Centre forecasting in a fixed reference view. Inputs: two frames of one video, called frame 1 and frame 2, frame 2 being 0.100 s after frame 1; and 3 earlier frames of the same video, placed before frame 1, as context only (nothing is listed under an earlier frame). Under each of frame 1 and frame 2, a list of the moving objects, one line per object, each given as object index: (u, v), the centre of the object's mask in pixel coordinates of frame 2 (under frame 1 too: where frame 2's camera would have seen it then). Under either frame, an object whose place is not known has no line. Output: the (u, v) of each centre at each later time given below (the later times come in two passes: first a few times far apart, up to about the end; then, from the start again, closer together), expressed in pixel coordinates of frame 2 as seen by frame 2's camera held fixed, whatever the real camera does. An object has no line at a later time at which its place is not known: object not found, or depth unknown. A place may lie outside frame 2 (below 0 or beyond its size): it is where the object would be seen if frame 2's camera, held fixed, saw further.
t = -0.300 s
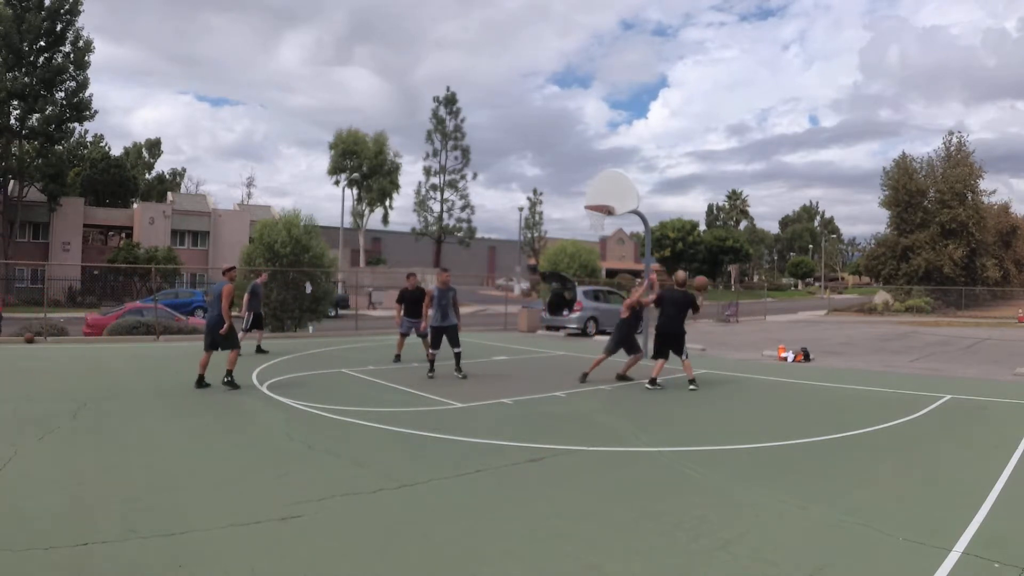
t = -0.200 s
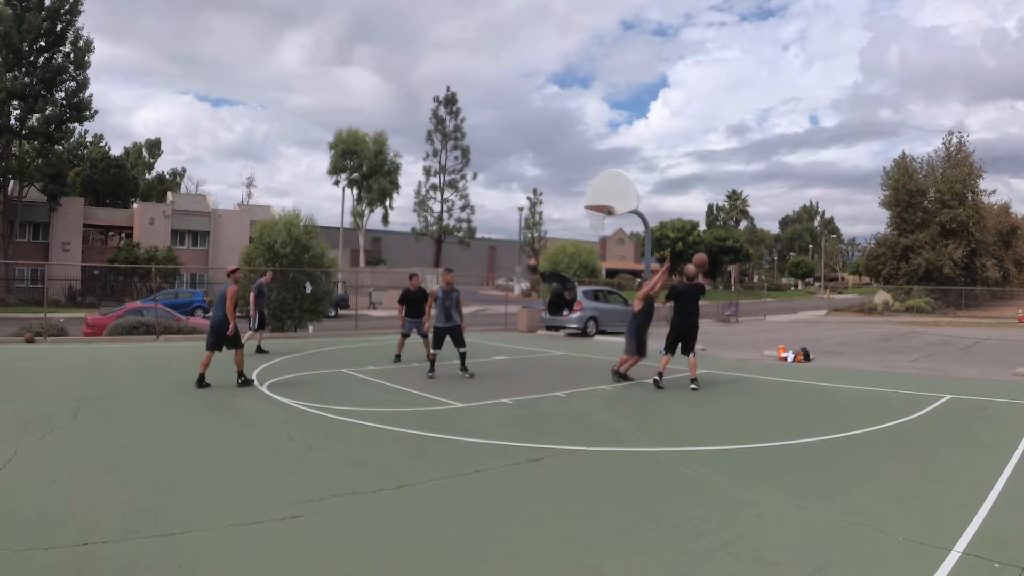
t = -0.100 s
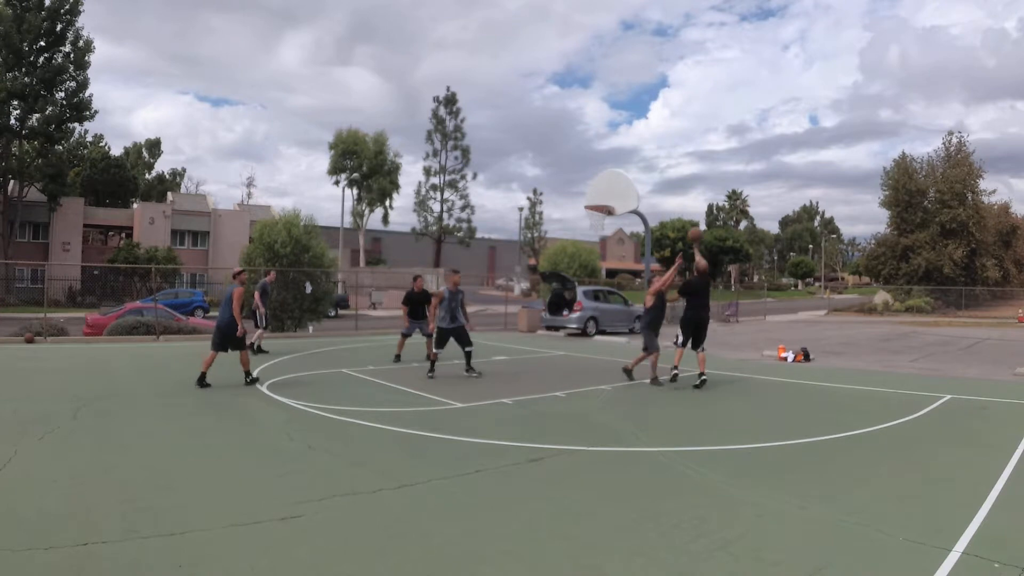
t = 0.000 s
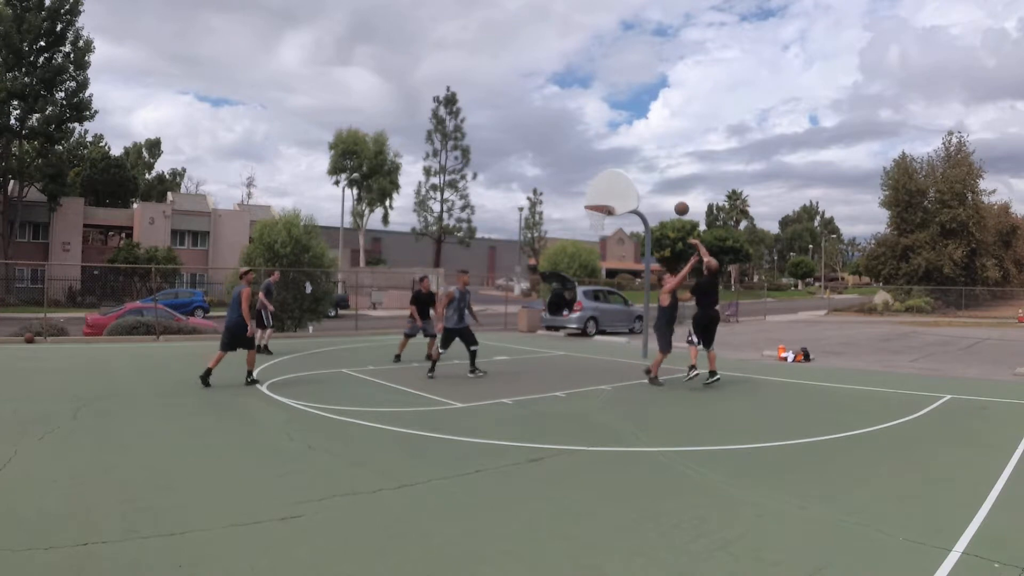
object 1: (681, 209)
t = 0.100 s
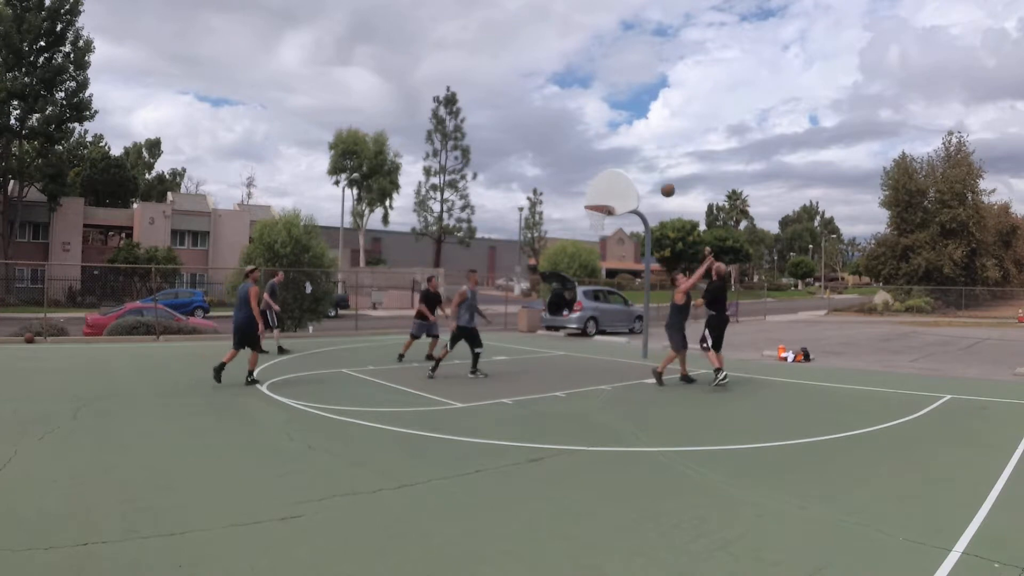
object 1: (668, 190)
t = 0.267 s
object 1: (646, 174)
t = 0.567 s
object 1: (611, 185)
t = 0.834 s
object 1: (589, 218)
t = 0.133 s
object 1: (663, 185)
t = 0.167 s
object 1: (659, 182)
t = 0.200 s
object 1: (654, 178)
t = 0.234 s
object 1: (650, 176)
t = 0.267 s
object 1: (646, 174)
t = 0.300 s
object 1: (642, 173)
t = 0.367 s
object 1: (634, 172)
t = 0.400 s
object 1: (630, 173)
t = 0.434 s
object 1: (626, 175)
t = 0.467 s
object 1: (622, 176)
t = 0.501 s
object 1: (618, 179)
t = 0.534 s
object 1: (615, 182)
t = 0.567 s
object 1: (611, 185)
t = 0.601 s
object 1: (607, 189)
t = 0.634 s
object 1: (604, 194)
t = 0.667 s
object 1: (600, 199)
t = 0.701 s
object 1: (597, 202)
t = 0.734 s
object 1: (592, 213)
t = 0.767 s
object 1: (590, 216)
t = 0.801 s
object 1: (589, 218)
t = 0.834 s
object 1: (589, 218)
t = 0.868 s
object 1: (590, 218)
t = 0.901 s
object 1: (590, 219)
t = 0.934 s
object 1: (590, 222)
